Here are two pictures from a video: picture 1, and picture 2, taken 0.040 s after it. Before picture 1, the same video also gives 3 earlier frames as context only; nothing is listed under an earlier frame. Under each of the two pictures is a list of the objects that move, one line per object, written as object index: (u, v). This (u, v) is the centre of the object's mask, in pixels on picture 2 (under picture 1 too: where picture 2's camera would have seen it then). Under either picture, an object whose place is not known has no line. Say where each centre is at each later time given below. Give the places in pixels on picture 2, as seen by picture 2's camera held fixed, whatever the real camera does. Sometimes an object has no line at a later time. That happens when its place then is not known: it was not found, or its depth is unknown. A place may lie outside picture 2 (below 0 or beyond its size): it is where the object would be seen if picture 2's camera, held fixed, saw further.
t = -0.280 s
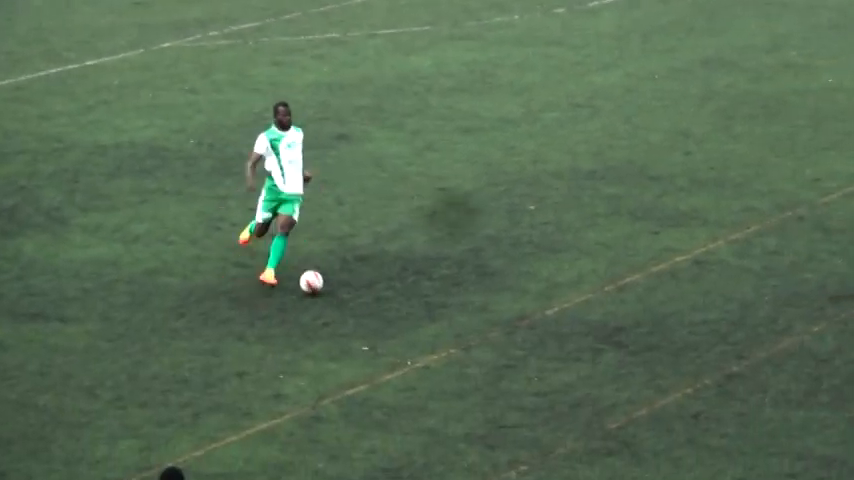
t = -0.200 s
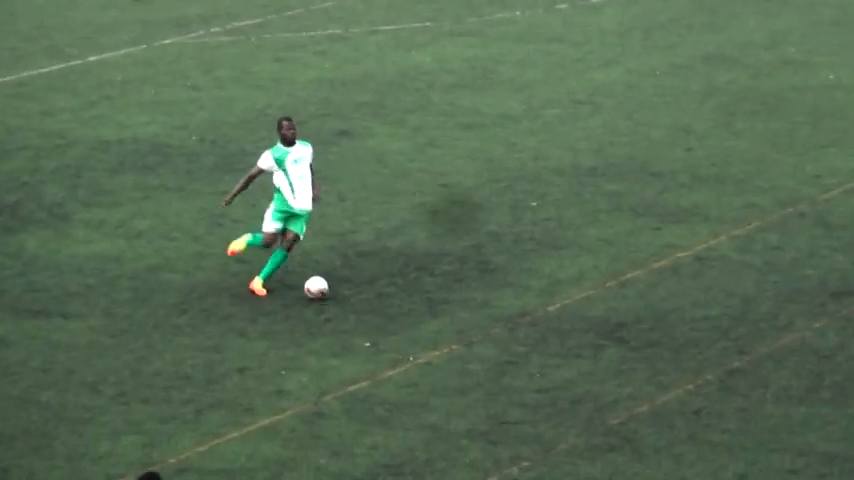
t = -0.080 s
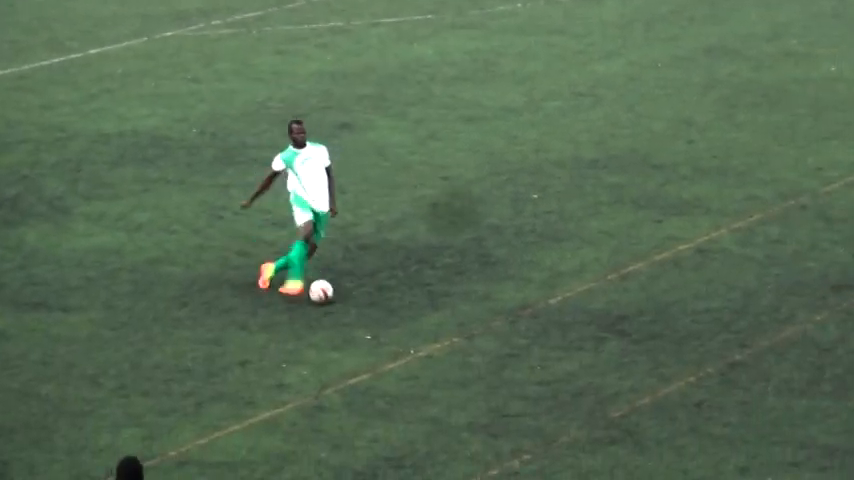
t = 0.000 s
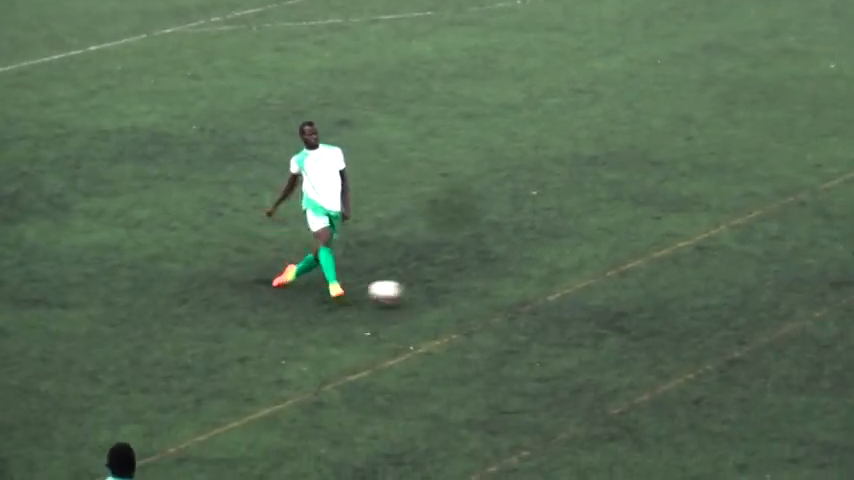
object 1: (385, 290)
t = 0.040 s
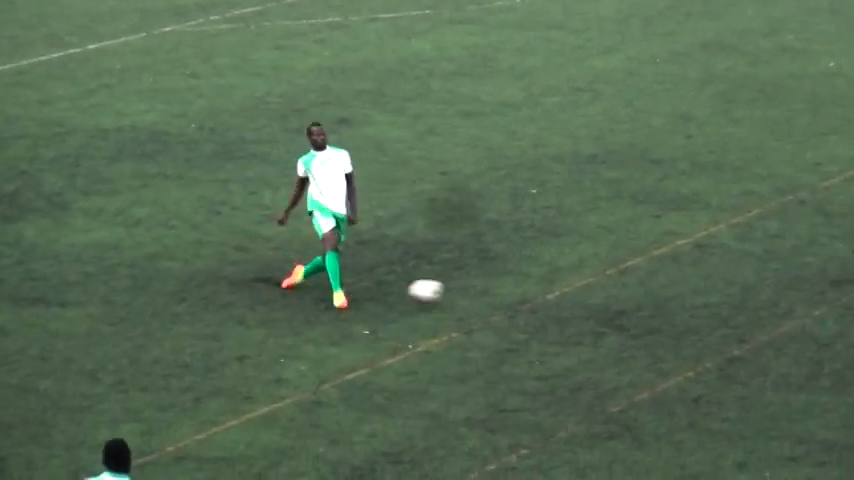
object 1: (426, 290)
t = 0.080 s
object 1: (468, 292)
